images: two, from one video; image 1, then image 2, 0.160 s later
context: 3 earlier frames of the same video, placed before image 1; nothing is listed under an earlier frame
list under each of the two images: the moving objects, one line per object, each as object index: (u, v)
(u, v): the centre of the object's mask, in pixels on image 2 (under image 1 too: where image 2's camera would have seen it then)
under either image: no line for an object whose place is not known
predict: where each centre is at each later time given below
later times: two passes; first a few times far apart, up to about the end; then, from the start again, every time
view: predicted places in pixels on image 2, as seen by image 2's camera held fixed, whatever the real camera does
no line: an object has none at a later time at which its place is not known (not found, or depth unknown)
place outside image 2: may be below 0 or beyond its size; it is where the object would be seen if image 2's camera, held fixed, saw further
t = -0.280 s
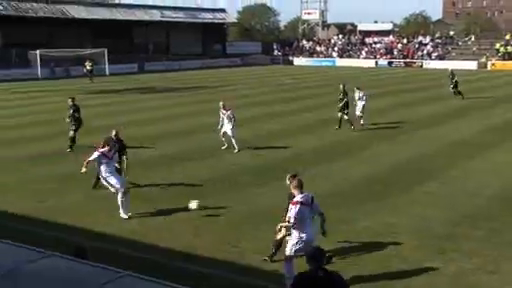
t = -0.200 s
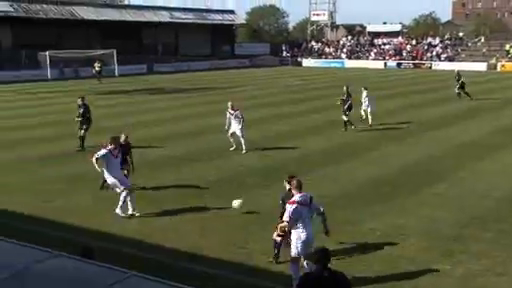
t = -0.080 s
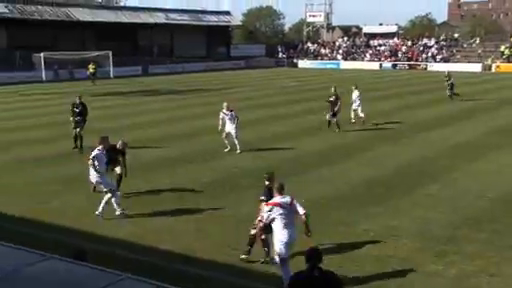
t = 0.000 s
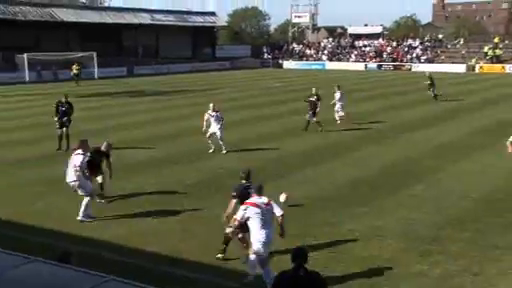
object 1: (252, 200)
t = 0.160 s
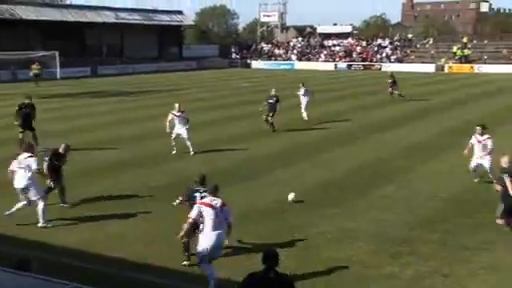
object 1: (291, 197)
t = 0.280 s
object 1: (312, 188)
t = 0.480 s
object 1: (344, 186)
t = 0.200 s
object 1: (298, 193)
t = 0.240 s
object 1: (305, 190)
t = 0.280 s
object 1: (312, 188)
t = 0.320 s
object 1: (318, 187)
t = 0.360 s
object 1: (325, 186)
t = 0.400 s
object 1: (332, 186)
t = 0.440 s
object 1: (338, 187)
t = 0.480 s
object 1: (344, 186)
